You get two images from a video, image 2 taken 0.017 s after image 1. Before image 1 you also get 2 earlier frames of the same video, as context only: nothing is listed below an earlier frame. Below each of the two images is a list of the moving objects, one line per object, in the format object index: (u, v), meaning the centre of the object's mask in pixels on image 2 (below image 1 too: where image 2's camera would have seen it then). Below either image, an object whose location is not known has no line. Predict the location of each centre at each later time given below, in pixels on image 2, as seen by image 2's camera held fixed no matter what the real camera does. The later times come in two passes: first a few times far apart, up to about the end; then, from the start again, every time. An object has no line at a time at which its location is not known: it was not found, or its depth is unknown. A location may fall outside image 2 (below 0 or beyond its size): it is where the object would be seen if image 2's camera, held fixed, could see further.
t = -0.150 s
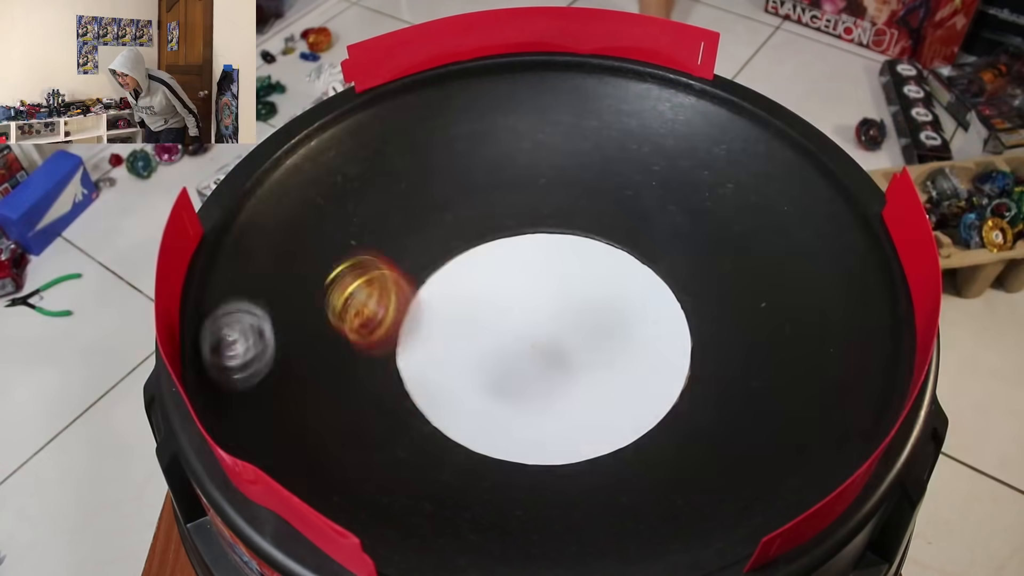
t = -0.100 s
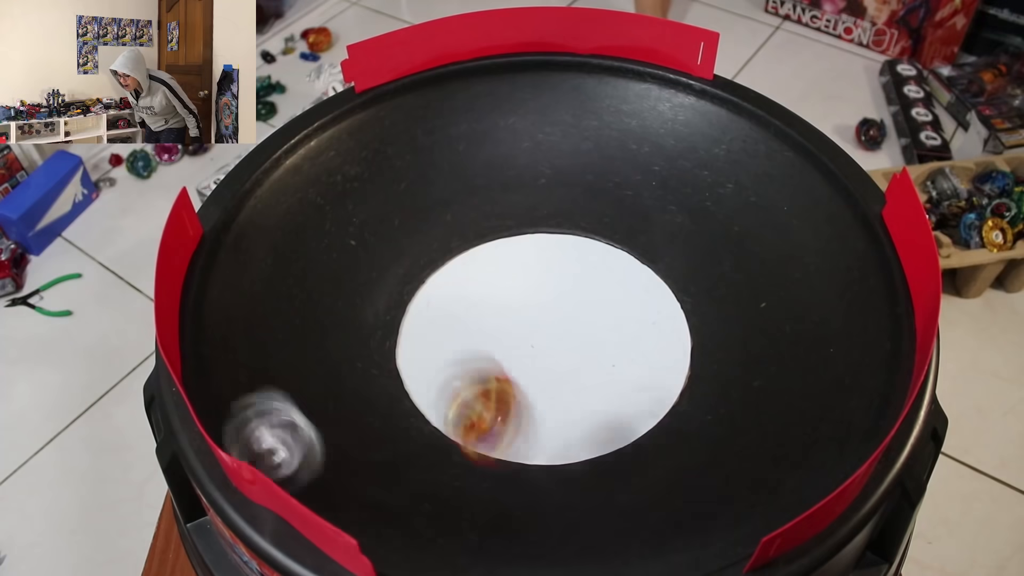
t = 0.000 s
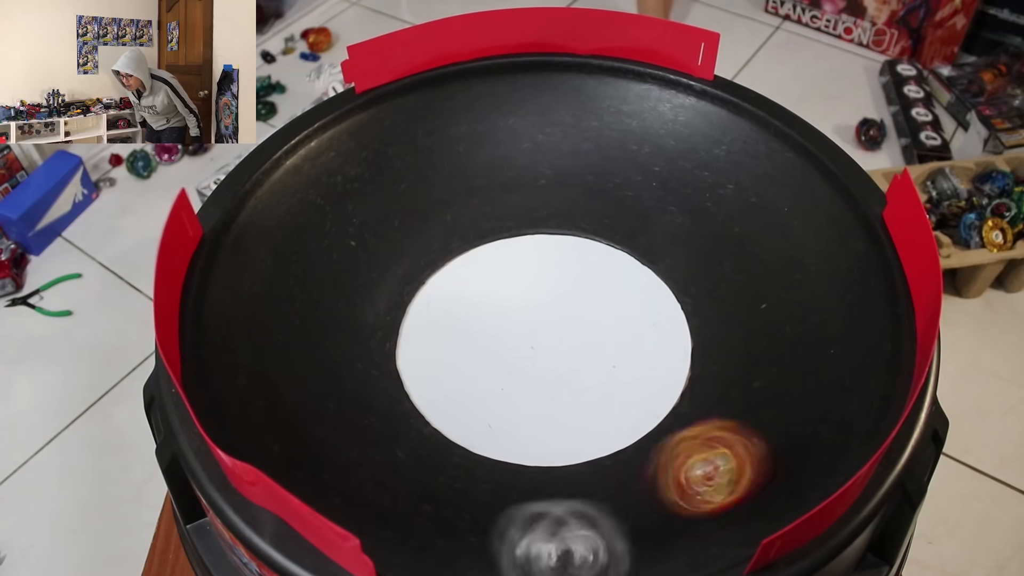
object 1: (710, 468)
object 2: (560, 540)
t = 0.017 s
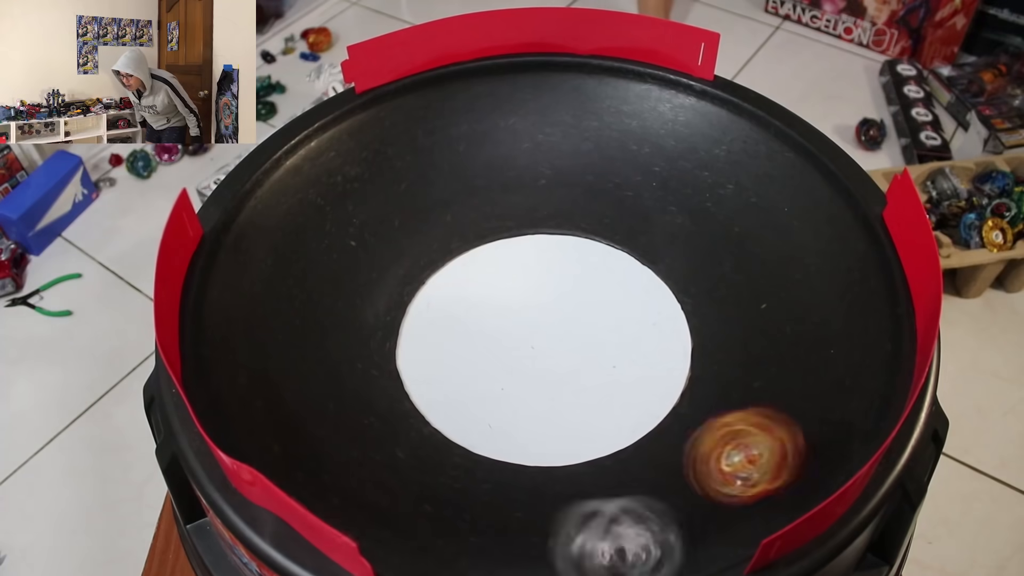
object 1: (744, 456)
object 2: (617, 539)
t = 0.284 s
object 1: (792, 214)
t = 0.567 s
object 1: (483, 179)
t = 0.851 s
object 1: (342, 384)
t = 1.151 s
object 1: (587, 501)
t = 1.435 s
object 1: (689, 303)
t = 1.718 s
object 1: (445, 254)
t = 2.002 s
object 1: (570, 429)
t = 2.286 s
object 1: (649, 273)
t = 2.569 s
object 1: (442, 260)
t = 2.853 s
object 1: (494, 420)
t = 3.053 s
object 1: (652, 384)
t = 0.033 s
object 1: (779, 445)
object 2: (671, 526)
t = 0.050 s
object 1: (811, 438)
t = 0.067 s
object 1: (840, 430)
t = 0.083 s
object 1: (854, 407)
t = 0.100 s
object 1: (858, 381)
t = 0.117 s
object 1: (859, 359)
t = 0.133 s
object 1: (860, 340)
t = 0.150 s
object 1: (860, 323)
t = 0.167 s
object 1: (861, 308)
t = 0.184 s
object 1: (861, 296)
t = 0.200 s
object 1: (857, 284)
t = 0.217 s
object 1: (845, 266)
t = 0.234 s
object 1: (834, 251)
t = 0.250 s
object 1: (821, 239)
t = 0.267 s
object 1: (807, 226)
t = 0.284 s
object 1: (792, 214)
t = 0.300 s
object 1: (776, 202)
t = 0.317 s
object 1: (760, 192)
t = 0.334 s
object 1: (742, 183)
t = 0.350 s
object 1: (725, 175)
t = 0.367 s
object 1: (706, 168)
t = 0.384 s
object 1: (688, 162)
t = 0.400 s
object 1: (669, 157)
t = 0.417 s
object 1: (649, 155)
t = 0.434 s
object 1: (631, 153)
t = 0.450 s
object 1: (611, 153)
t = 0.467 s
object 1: (591, 153)
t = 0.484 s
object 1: (572, 155)
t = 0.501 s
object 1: (553, 158)
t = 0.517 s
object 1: (535, 162)
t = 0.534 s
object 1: (517, 167)
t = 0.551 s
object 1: (499, 173)
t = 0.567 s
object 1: (483, 179)
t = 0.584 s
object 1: (467, 187)
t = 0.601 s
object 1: (451, 194)
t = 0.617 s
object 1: (438, 203)
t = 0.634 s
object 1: (424, 213)
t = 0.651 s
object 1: (412, 223)
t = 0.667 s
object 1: (400, 234)
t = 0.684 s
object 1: (389, 246)
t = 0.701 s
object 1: (379, 259)
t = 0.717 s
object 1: (370, 272)
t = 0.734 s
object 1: (362, 285)
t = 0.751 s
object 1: (355, 298)
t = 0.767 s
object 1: (349, 313)
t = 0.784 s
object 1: (345, 326)
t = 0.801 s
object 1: (341, 342)
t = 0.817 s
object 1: (341, 356)
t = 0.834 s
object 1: (341, 369)
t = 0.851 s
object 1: (342, 384)
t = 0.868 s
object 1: (346, 396)
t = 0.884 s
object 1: (350, 410)
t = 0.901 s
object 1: (356, 422)
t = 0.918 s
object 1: (364, 435)
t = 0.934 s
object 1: (373, 446)
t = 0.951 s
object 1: (384, 457)
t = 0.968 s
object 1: (396, 468)
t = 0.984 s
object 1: (410, 477)
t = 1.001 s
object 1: (424, 485)
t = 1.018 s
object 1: (440, 493)
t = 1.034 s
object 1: (457, 498)
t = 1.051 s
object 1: (474, 503)
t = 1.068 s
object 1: (493, 506)
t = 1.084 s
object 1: (511, 508)
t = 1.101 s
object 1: (531, 508)
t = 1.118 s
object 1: (550, 507)
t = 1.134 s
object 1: (569, 505)
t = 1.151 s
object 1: (587, 501)
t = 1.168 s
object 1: (605, 496)
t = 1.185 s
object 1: (622, 489)
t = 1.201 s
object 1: (639, 481)
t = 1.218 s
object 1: (652, 471)
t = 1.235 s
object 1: (666, 461)
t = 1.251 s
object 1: (677, 449)
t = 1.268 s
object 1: (687, 436)
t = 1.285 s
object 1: (695, 423)
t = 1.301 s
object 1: (701, 410)
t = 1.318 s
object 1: (705, 396)
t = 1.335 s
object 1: (707, 382)
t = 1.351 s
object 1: (707, 368)
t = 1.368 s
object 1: (706, 354)
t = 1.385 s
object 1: (704, 340)
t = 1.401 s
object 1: (701, 327)
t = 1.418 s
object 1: (696, 314)
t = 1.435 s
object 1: (689, 303)
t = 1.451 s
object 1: (680, 292)
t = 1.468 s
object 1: (670, 280)
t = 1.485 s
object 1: (658, 270)
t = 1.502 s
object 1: (645, 260)
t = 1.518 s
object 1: (632, 252)
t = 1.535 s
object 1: (618, 243)
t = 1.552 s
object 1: (603, 236)
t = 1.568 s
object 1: (587, 231)
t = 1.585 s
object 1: (569, 225)
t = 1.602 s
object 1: (552, 219)
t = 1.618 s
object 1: (534, 215)
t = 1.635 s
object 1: (516, 214)
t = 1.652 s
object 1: (500, 217)
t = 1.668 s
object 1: (488, 225)
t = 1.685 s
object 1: (473, 234)
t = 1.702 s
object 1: (459, 244)
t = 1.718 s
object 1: (445, 254)
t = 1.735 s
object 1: (432, 265)
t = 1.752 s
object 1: (421, 277)
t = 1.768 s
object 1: (410, 290)
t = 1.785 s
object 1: (404, 305)
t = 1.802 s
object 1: (402, 321)
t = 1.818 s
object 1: (403, 338)
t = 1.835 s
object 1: (408, 353)
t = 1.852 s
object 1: (417, 370)
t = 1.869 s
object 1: (428, 384)
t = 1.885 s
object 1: (443, 399)
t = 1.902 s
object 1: (458, 411)
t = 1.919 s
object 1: (473, 421)
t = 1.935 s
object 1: (491, 427)
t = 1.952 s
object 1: (511, 432)
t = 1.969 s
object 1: (532, 432)
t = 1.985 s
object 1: (552, 432)
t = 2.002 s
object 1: (570, 429)
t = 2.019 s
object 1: (588, 425)
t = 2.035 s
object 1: (605, 420)
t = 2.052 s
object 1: (619, 412)
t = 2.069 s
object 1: (632, 405)
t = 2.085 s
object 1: (644, 397)
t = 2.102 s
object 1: (654, 387)
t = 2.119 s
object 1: (661, 377)
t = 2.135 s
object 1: (667, 367)
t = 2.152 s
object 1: (670, 357)
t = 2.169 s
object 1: (673, 347)
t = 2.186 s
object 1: (674, 337)
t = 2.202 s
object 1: (672, 327)
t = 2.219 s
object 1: (670, 316)
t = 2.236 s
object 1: (667, 305)
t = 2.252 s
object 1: (662, 293)
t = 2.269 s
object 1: (656, 283)
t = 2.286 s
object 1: (649, 273)
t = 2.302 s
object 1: (642, 263)
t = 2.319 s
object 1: (633, 255)
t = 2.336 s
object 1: (625, 247)
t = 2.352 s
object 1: (615, 242)
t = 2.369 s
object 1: (604, 234)
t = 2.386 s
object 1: (592, 228)
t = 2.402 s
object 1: (580, 224)
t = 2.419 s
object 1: (566, 219)
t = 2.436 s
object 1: (552, 218)
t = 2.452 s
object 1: (537, 218)
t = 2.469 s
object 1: (522, 219)
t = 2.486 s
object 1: (507, 223)
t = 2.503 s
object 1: (492, 228)
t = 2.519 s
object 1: (478, 236)
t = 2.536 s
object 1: (464, 243)
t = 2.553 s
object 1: (452, 252)
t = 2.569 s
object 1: (442, 260)
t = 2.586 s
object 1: (432, 269)
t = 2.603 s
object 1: (424, 278)
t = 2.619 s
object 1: (419, 288)
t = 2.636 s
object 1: (414, 298)
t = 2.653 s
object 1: (411, 309)
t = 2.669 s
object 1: (411, 319)
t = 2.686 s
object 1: (411, 329)
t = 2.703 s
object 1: (413, 341)
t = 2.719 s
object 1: (417, 352)
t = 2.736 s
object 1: (422, 361)
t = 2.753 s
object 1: (428, 373)
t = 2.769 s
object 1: (437, 383)
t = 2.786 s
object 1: (446, 391)
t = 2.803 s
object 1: (456, 400)
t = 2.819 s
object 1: (467, 408)
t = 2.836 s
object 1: (481, 414)
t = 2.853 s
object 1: (494, 420)
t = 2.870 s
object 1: (508, 424)
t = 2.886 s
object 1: (524, 426)
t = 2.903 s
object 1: (539, 428)
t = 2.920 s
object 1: (554, 427)
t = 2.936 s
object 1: (569, 425)
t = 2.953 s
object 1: (582, 423)
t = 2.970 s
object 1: (595, 419)
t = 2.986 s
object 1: (609, 414)
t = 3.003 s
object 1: (621, 408)
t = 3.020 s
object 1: (633, 400)
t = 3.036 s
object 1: (643, 392)
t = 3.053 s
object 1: (652, 384)
